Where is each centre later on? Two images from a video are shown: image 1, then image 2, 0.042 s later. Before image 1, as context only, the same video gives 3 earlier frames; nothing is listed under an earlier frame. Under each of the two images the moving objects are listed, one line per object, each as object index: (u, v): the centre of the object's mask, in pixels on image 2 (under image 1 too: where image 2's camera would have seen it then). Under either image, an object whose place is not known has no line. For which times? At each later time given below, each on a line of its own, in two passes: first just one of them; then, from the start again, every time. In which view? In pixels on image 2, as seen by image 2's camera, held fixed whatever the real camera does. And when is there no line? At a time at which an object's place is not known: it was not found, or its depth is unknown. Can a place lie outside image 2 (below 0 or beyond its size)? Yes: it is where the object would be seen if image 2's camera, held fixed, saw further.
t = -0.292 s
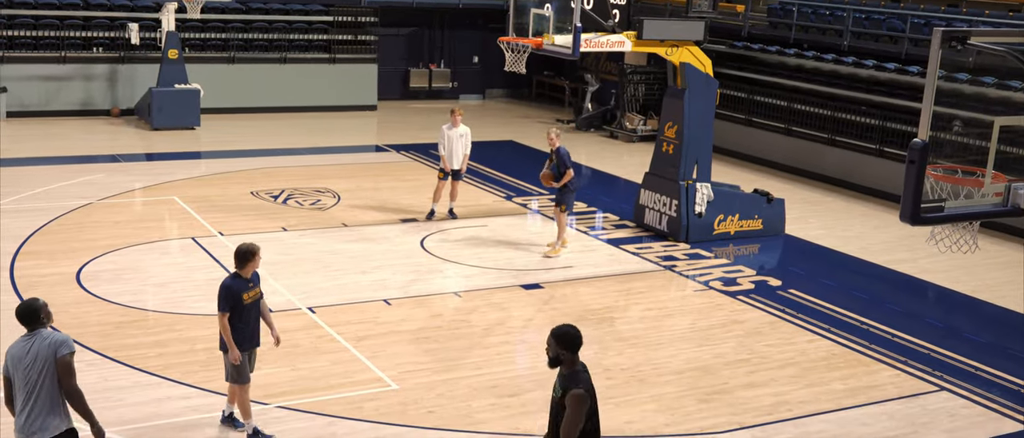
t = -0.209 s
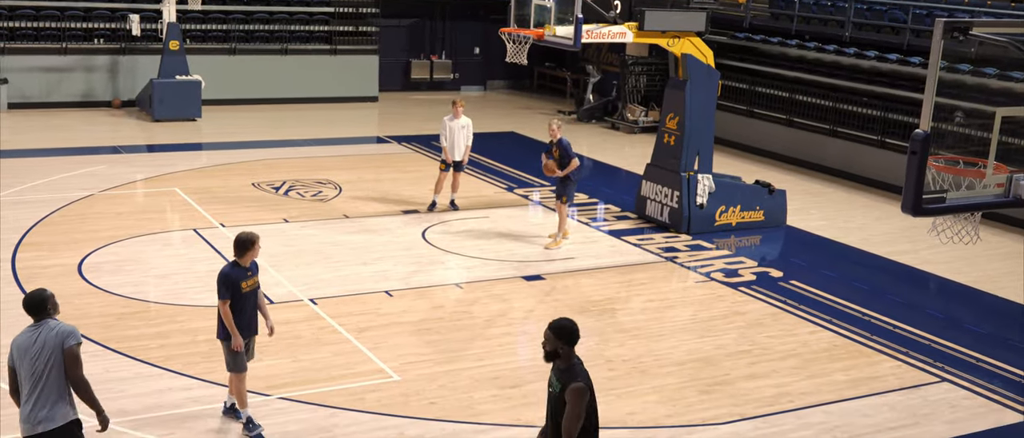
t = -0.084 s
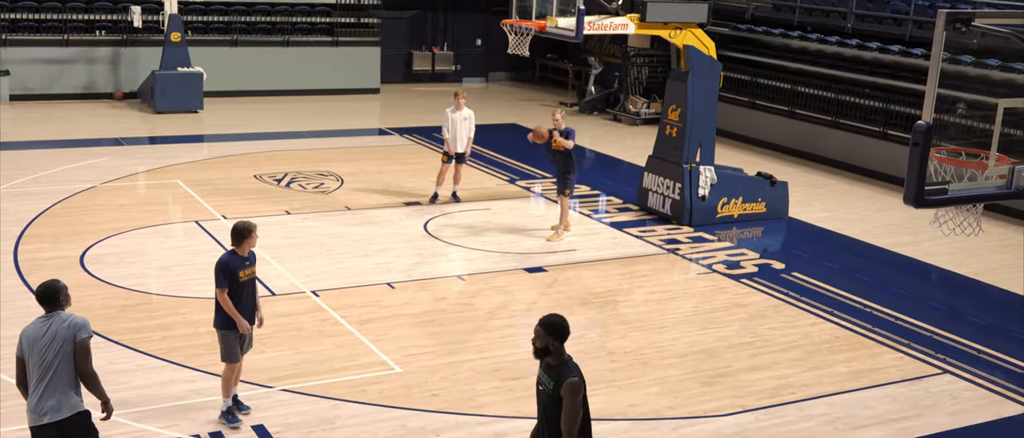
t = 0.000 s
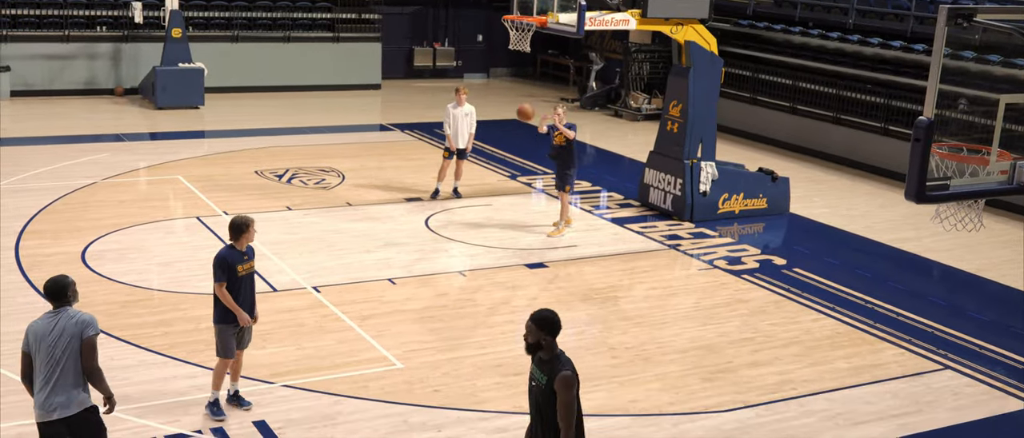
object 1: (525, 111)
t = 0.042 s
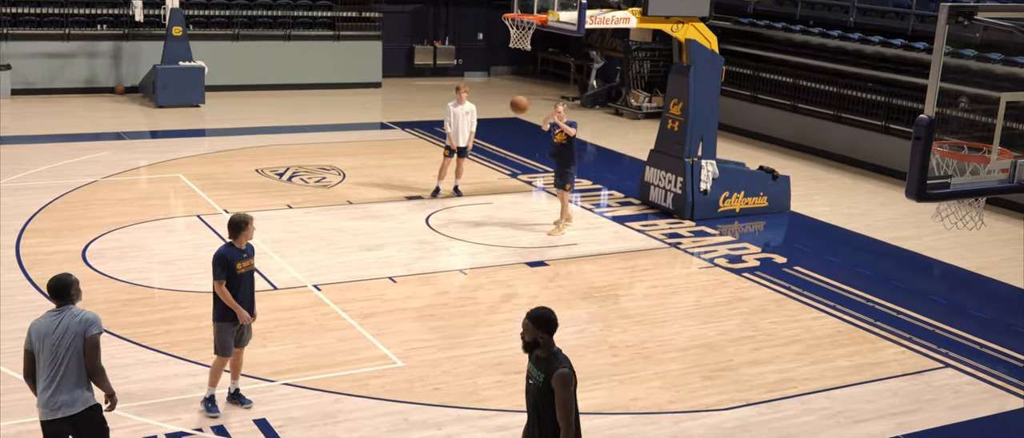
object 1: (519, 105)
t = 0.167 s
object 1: (487, 87)
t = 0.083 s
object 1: (508, 97)
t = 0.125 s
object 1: (500, 92)
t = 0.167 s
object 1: (487, 87)
